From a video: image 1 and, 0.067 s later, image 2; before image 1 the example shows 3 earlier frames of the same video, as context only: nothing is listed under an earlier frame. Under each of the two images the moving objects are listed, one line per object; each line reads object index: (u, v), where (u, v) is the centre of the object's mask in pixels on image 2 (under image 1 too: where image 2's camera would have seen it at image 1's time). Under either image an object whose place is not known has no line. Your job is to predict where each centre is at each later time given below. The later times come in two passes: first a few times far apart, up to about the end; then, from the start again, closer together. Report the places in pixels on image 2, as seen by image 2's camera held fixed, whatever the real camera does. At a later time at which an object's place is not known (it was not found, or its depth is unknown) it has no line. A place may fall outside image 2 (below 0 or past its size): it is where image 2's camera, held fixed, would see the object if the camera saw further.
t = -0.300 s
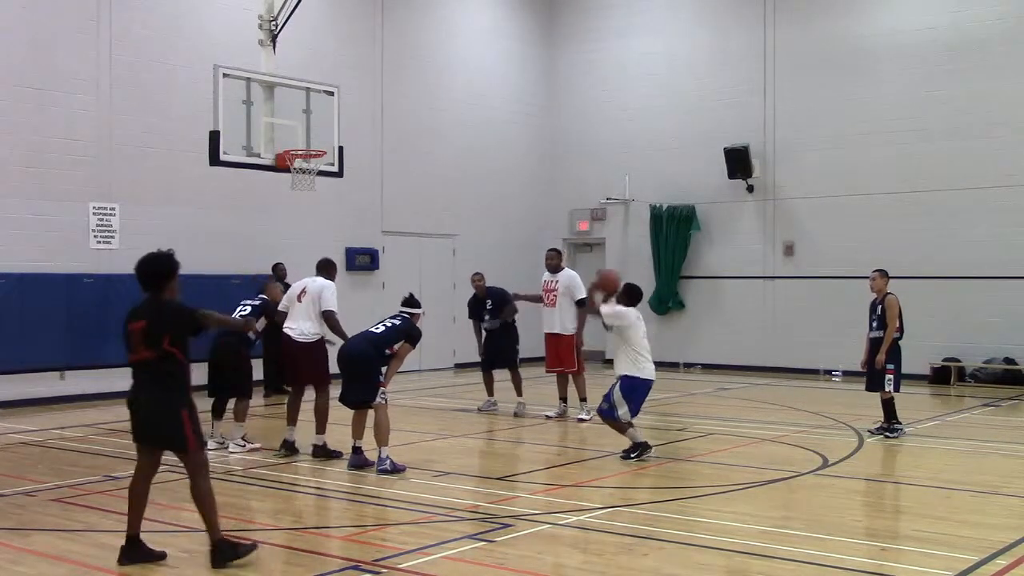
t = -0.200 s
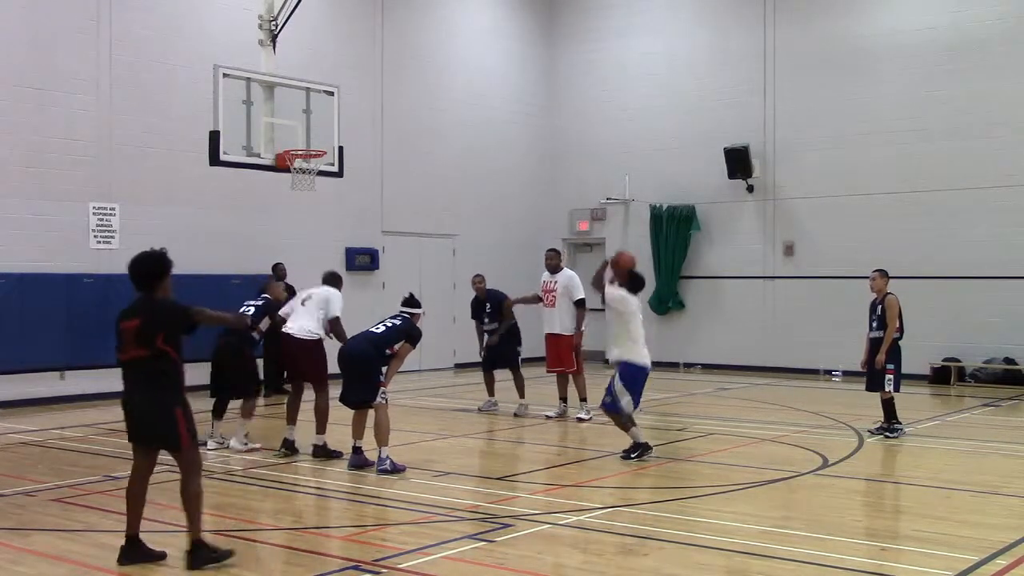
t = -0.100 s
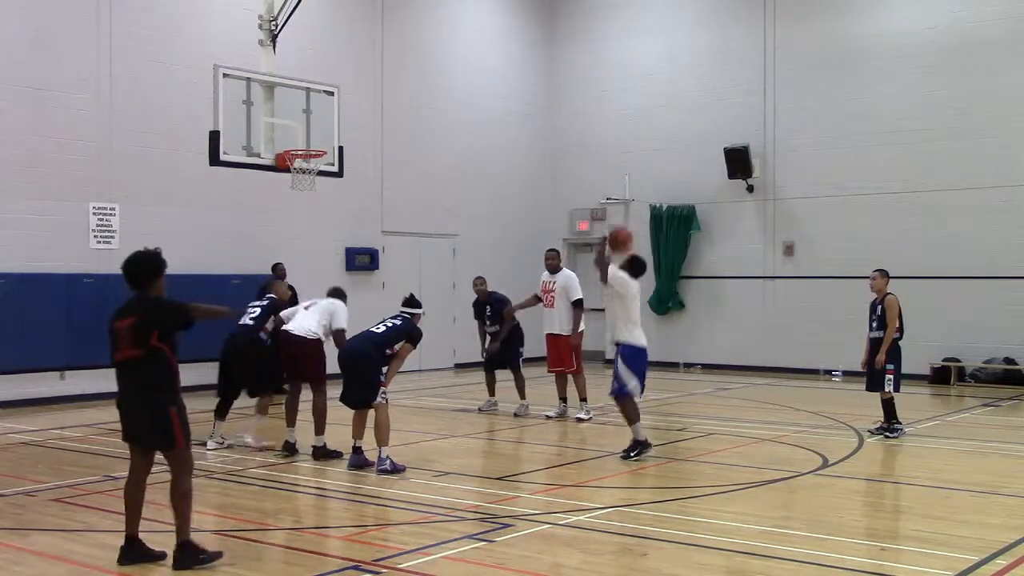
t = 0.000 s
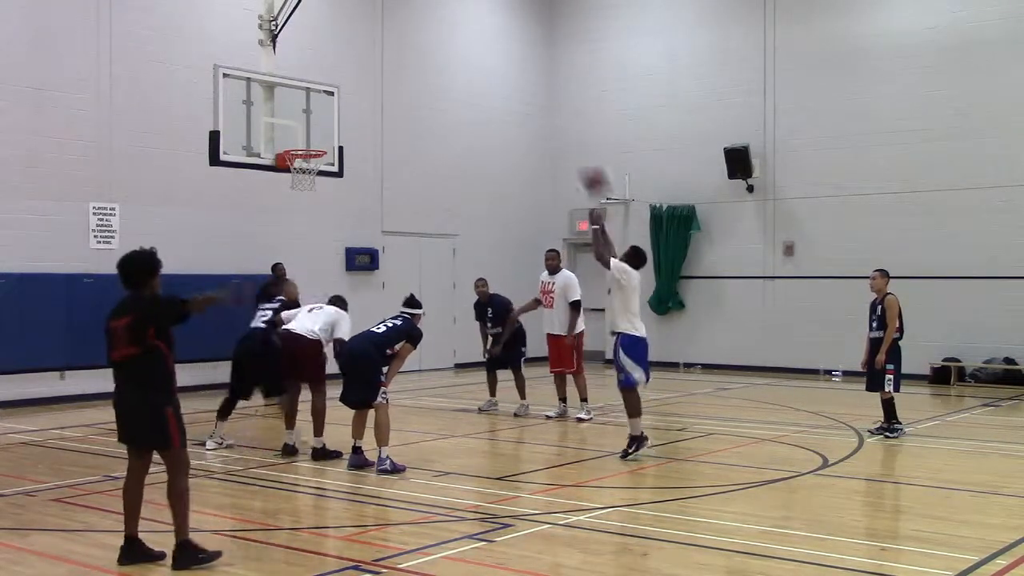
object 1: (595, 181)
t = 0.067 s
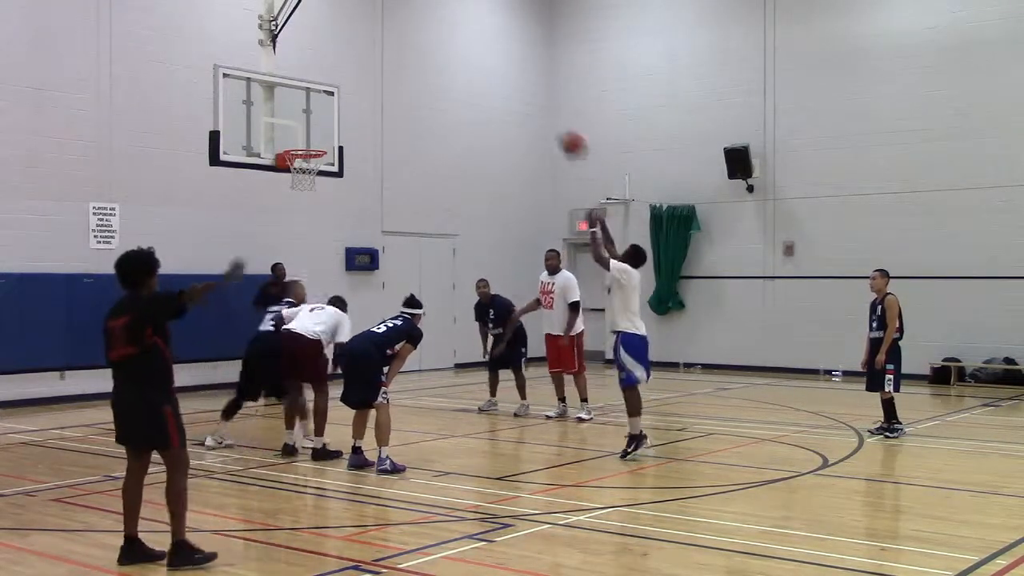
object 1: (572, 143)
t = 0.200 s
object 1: (529, 87)
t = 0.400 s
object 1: (469, 41)
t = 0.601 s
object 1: (414, 36)
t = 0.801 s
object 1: (365, 66)
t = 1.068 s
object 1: (300, 160)
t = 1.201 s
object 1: (286, 202)
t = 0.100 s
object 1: (561, 127)
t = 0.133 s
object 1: (550, 113)
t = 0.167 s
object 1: (540, 99)
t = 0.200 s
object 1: (529, 87)
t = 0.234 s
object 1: (519, 76)
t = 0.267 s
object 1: (509, 67)
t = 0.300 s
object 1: (498, 58)
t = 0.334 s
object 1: (488, 51)
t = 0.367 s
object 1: (479, 46)
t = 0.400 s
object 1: (469, 41)
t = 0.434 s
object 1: (459, 37)
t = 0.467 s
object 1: (450, 35)
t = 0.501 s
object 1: (441, 34)
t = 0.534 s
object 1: (432, 33)
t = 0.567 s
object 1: (423, 34)
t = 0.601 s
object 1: (414, 36)
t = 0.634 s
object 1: (406, 38)
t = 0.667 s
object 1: (397, 42)
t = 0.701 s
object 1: (389, 47)
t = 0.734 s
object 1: (381, 52)
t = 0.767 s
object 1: (373, 59)
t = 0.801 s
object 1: (365, 66)
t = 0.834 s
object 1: (357, 74)
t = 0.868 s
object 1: (349, 84)
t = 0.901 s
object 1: (342, 93)
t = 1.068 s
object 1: (300, 160)
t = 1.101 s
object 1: (298, 171)
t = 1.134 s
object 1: (292, 183)
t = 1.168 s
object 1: (289, 191)
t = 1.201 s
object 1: (286, 202)
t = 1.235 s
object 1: (282, 214)
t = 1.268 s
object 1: (279, 226)
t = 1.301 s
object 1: (276, 238)
